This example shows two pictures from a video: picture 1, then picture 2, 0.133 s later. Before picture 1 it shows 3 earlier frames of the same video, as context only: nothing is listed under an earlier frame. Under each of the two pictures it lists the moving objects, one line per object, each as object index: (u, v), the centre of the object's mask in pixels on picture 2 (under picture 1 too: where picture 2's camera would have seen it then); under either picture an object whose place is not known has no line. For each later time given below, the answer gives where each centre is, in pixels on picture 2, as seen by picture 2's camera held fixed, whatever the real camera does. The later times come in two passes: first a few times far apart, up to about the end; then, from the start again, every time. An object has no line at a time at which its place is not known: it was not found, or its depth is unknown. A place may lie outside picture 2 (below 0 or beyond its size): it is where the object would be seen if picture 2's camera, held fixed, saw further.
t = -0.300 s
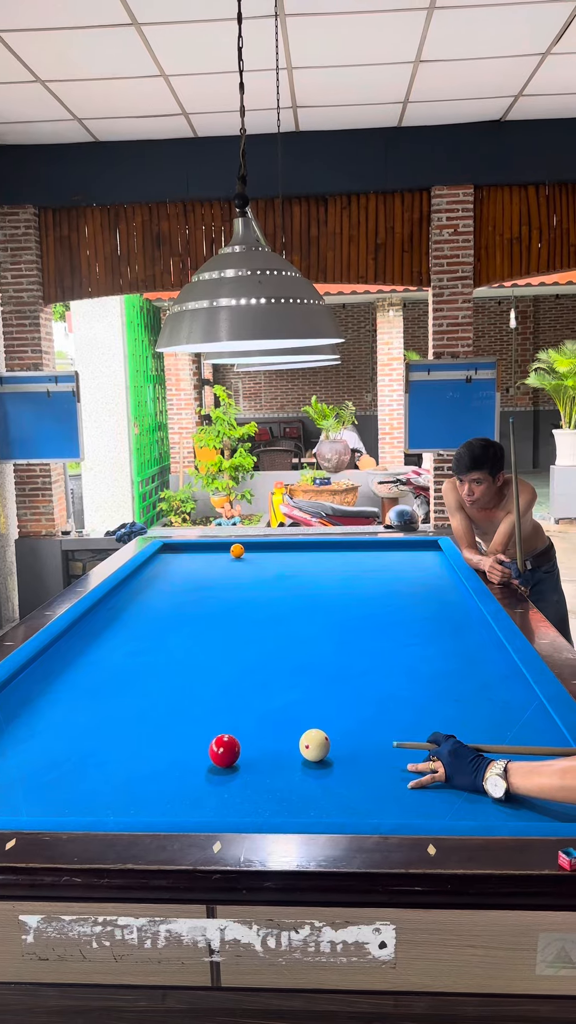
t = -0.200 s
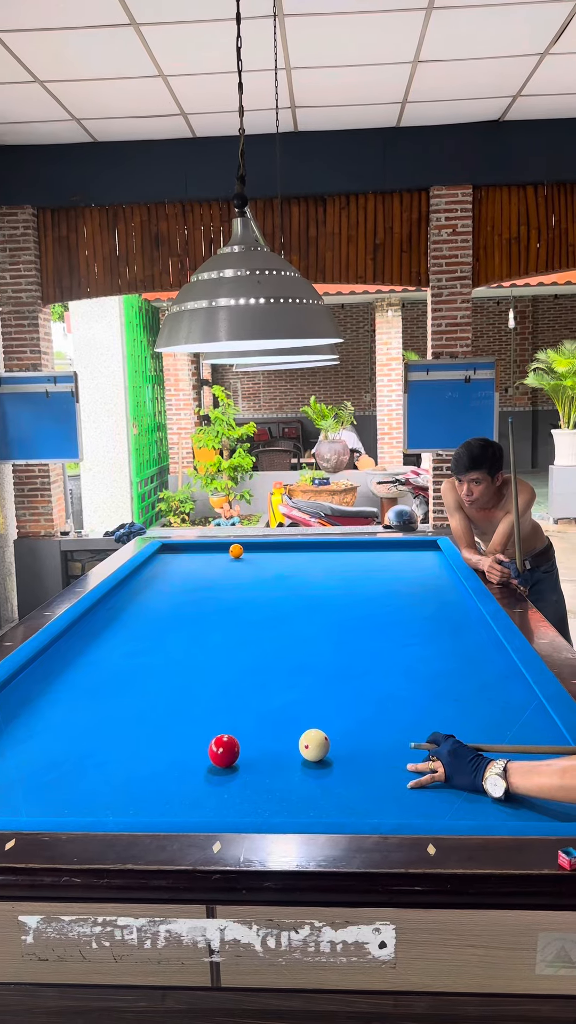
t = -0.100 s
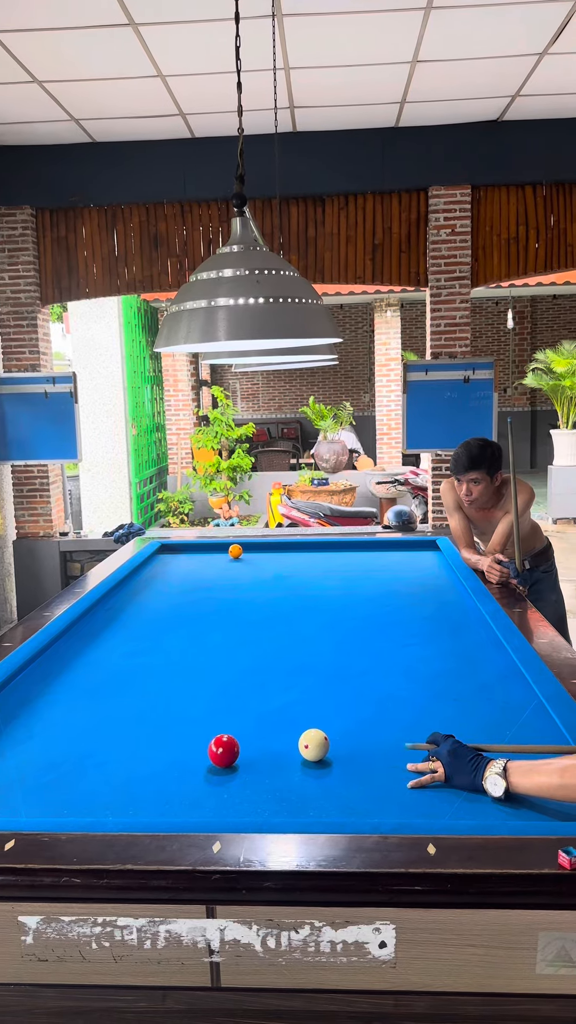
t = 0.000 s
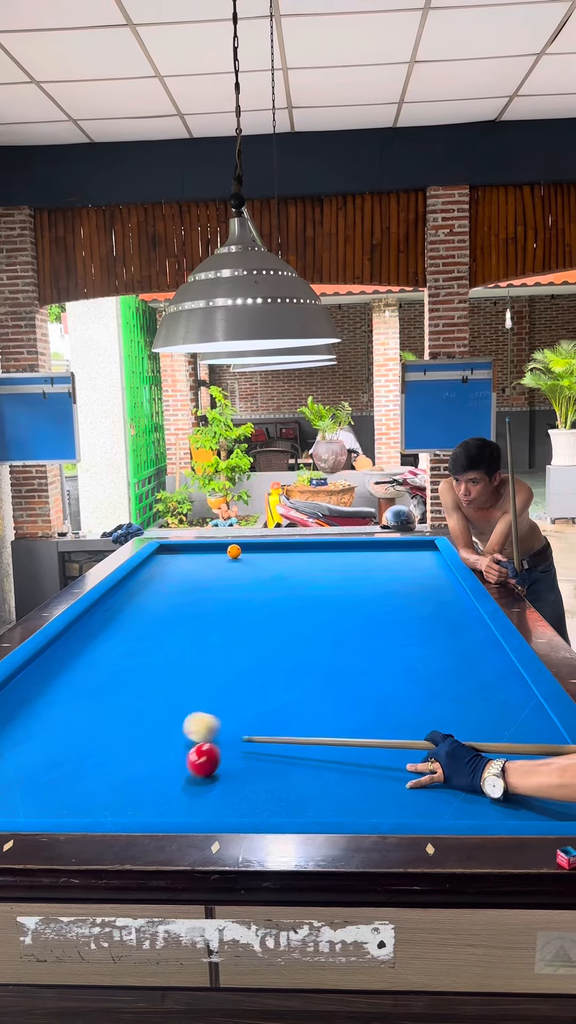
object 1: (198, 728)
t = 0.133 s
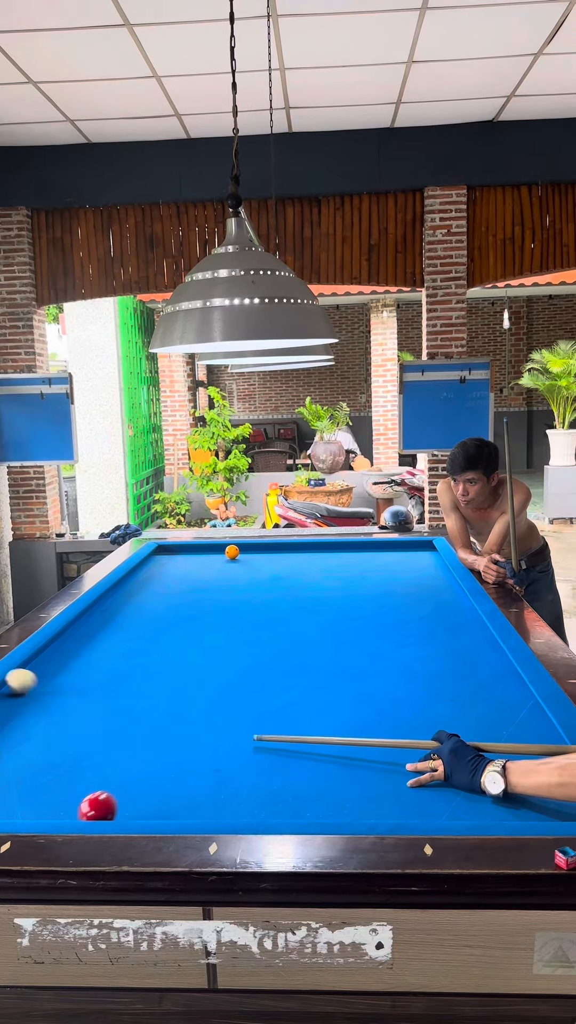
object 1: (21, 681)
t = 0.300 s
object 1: (203, 648)
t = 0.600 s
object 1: (434, 607)
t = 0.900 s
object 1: (369, 588)
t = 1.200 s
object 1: (297, 576)
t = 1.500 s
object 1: (238, 564)
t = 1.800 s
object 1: (187, 555)
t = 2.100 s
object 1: (176, 547)
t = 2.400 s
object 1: (201, 550)
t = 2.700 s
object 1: (221, 554)
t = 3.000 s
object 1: (228, 559)
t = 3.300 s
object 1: (236, 564)
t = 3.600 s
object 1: (245, 569)
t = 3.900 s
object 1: (253, 575)
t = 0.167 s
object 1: (47, 674)
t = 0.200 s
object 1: (90, 667)
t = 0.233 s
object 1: (130, 660)
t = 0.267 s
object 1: (168, 654)
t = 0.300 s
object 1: (203, 648)
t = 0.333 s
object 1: (236, 643)
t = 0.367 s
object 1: (267, 637)
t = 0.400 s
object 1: (296, 633)
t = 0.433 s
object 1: (323, 628)
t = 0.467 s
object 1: (348, 623)
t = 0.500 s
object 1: (372, 619)
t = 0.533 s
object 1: (394, 615)
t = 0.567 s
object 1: (415, 611)
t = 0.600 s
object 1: (434, 607)
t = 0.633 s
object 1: (453, 603)
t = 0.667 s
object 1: (458, 600)
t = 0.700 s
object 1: (443, 598)
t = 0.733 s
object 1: (428, 597)
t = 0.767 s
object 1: (414, 595)
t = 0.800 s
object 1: (401, 593)
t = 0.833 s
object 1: (389, 592)
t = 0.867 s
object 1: (378, 590)
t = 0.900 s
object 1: (369, 588)
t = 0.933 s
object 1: (359, 587)
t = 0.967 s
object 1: (351, 585)
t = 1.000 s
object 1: (343, 584)
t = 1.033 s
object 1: (335, 582)
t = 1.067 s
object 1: (327, 581)
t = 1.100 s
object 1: (320, 579)
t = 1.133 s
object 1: (312, 578)
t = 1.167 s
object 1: (305, 577)
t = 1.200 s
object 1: (297, 576)
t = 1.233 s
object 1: (290, 574)
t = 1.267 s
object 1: (283, 573)
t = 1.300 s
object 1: (276, 572)
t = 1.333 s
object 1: (270, 570)
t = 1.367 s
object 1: (263, 569)
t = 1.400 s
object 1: (257, 568)
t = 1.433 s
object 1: (250, 567)
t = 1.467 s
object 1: (244, 565)
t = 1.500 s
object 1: (238, 564)
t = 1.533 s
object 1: (232, 563)
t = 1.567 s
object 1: (226, 562)
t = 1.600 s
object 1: (220, 561)
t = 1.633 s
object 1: (214, 560)
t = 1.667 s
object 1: (209, 559)
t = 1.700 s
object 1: (203, 558)
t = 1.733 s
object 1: (198, 557)
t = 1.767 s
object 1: (192, 556)
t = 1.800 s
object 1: (187, 555)
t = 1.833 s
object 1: (182, 554)
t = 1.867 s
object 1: (177, 553)
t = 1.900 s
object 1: (171, 552)
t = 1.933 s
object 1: (166, 551)
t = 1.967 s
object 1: (162, 550)
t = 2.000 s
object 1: (163, 549)
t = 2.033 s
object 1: (168, 548)
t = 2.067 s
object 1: (172, 548)
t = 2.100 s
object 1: (176, 547)
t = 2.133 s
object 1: (179, 547)
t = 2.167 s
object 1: (182, 548)
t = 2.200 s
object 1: (184, 548)
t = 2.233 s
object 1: (187, 548)
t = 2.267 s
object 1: (190, 549)
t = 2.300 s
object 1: (193, 549)
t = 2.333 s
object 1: (196, 550)
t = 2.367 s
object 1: (199, 550)
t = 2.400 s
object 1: (201, 550)
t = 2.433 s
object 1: (204, 551)
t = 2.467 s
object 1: (207, 551)
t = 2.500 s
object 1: (210, 551)
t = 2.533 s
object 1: (213, 552)
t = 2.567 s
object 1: (216, 552)
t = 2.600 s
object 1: (218, 553)
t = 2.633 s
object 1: (219, 553)
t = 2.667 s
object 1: (220, 554)
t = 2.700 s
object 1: (221, 554)
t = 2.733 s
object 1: (221, 555)
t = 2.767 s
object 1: (223, 555)
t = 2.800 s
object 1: (223, 556)
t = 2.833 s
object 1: (224, 557)
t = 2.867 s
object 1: (225, 557)
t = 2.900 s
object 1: (226, 558)
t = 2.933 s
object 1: (227, 558)
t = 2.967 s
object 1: (227, 559)
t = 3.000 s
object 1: (228, 559)
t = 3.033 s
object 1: (229, 560)
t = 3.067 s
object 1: (230, 560)
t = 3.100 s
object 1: (231, 561)
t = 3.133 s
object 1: (232, 562)
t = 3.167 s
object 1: (233, 562)
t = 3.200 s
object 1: (234, 563)
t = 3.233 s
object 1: (235, 563)
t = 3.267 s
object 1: (235, 564)
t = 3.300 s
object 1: (236, 564)
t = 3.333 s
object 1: (238, 565)
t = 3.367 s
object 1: (238, 565)
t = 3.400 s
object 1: (239, 566)
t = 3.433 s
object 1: (240, 566)
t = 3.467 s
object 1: (241, 567)
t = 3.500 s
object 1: (242, 568)
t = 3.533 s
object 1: (243, 568)
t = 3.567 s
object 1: (244, 569)
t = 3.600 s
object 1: (245, 569)
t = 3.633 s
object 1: (246, 570)
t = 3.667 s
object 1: (247, 570)
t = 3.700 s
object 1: (247, 571)
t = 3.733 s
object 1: (249, 572)
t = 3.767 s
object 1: (249, 572)
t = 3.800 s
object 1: (250, 573)
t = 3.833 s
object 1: (252, 573)
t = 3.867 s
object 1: (252, 574)
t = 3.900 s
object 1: (253, 575)
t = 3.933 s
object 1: (254, 575)
